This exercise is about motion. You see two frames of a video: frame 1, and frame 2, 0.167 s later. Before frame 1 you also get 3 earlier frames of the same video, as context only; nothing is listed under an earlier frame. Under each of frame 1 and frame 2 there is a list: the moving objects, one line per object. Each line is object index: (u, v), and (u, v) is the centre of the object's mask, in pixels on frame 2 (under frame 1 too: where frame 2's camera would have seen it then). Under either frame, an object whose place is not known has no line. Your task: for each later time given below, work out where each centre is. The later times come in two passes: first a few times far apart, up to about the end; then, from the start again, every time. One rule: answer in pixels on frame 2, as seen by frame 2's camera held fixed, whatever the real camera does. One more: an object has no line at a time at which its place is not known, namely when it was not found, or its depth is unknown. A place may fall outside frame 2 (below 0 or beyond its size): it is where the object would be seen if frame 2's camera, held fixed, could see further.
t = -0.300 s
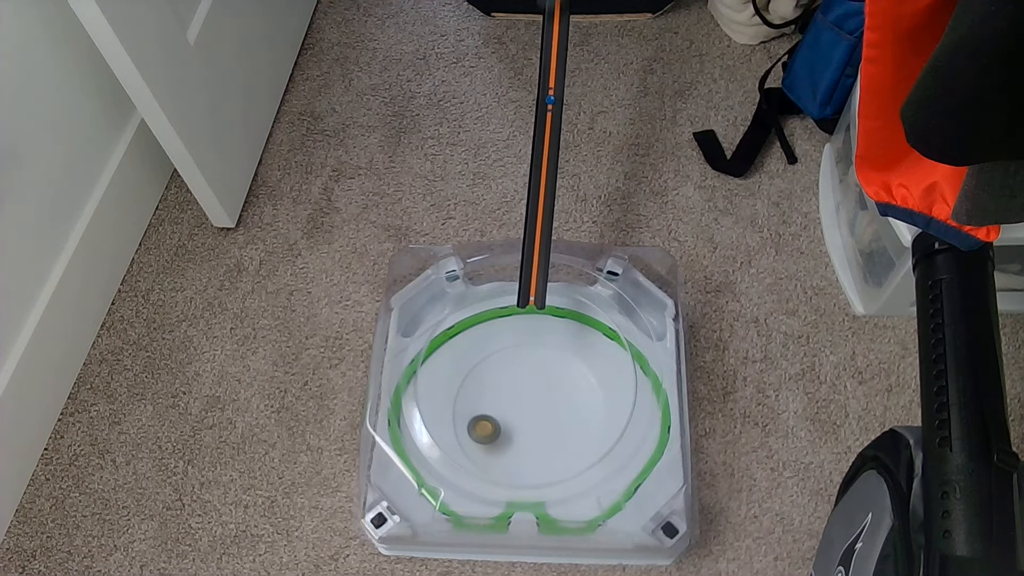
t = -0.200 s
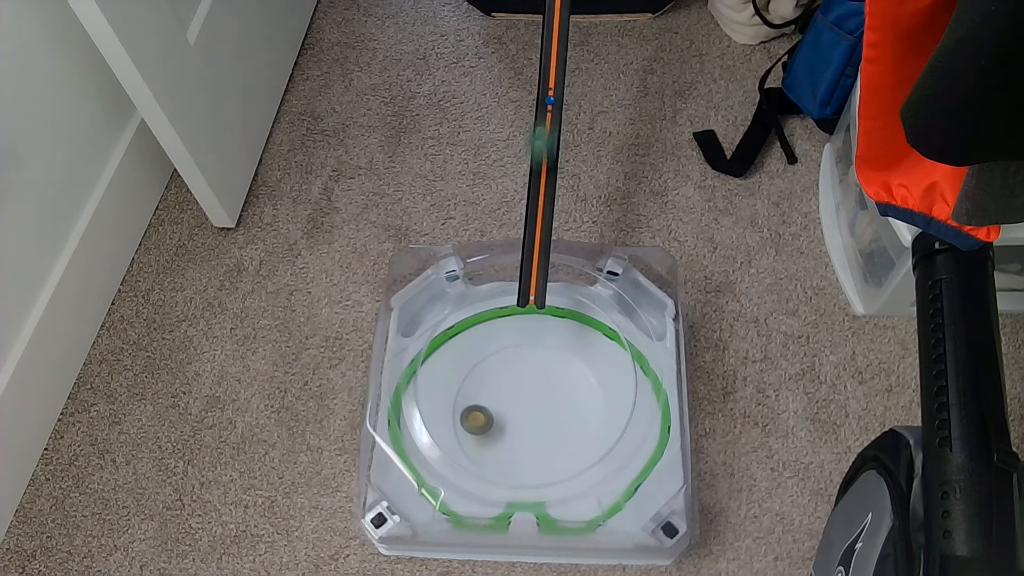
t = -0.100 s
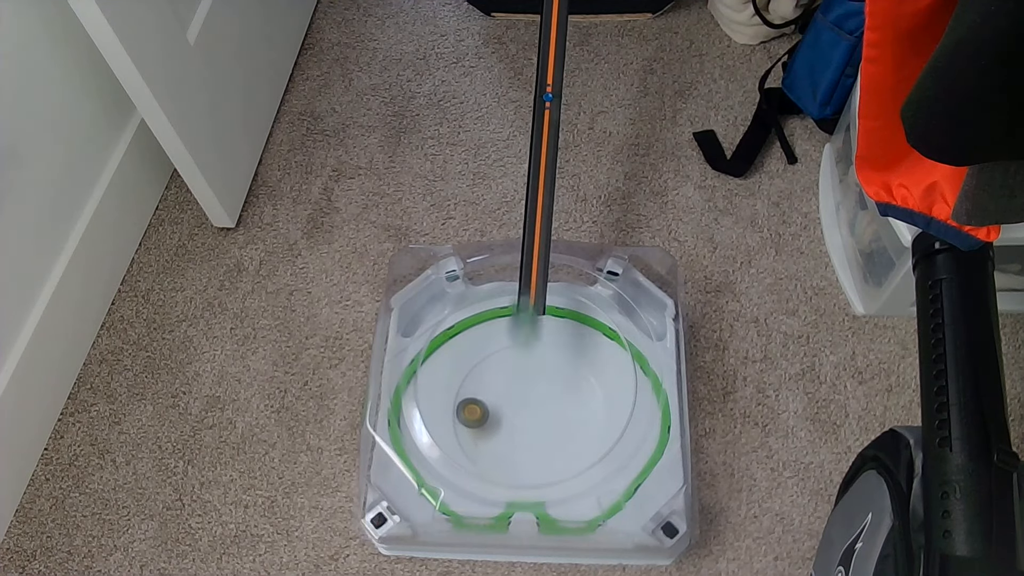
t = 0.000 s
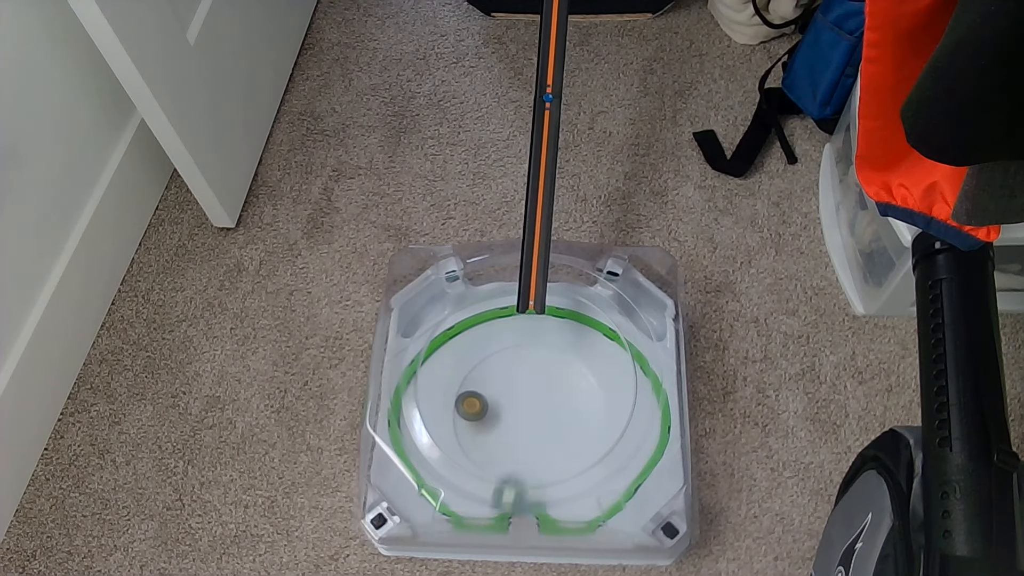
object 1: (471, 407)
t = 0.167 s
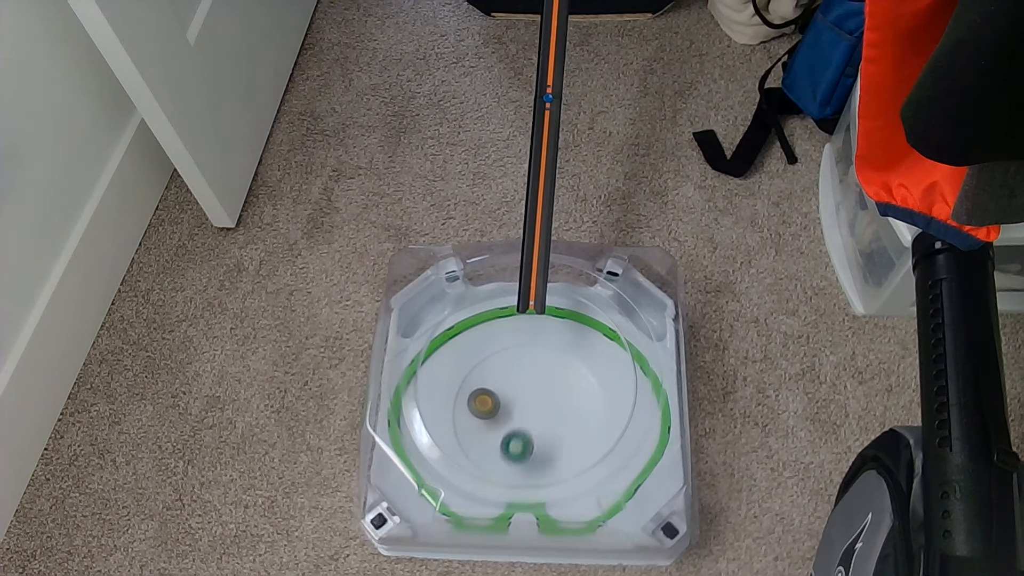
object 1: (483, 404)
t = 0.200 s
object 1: (486, 402)
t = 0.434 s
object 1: (496, 374)
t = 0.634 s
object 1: (501, 359)
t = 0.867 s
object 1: (495, 355)
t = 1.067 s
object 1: (502, 379)
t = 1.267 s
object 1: (535, 402)
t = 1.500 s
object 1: (576, 399)
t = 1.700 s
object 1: (585, 384)
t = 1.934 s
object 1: (557, 388)
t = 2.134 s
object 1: (531, 419)
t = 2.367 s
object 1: (527, 457)
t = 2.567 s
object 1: (541, 469)
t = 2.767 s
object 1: (551, 454)
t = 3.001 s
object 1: (532, 418)
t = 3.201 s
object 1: (548, 445)
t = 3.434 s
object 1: (597, 465)
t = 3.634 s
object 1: (614, 447)
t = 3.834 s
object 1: (617, 428)
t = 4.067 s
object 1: (597, 401)
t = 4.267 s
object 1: (547, 383)
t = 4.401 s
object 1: (521, 392)
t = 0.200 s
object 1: (486, 402)
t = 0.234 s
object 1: (489, 399)
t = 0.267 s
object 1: (490, 395)
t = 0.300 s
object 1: (490, 390)
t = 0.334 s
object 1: (491, 386)
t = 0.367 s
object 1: (493, 382)
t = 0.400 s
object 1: (495, 378)
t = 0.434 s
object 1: (496, 374)
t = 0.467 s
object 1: (497, 370)
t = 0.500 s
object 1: (498, 367)
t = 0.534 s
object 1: (498, 365)
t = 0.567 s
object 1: (499, 363)
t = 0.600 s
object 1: (500, 361)
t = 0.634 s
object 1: (501, 359)
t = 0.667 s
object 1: (503, 358)
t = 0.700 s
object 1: (505, 357)
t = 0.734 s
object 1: (507, 356)
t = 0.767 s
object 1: (503, 354)
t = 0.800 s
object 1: (499, 353)
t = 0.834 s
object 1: (497, 354)
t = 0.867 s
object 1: (495, 355)
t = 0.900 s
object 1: (495, 358)
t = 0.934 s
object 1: (495, 361)
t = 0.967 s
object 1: (495, 365)
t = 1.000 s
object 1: (497, 369)
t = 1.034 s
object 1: (499, 374)
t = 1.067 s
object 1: (502, 379)
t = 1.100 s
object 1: (506, 384)
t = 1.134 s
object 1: (511, 388)
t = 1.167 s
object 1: (516, 393)
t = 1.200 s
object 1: (522, 396)
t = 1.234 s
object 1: (528, 399)
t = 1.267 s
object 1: (535, 402)
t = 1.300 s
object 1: (541, 403)
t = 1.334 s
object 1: (548, 404)
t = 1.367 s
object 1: (554, 404)
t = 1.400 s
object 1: (560, 404)
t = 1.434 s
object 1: (566, 403)
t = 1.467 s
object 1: (571, 401)
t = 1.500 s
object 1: (576, 399)
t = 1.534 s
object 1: (580, 397)
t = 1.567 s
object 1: (582, 394)
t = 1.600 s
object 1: (585, 391)
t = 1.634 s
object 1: (586, 389)
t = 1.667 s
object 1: (586, 386)
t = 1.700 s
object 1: (585, 384)
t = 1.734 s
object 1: (583, 382)
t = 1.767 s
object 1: (580, 381)
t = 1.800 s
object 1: (576, 380)
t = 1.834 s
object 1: (572, 381)
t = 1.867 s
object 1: (567, 382)
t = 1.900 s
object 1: (562, 385)
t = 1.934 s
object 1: (557, 388)
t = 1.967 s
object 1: (552, 392)
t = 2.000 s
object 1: (547, 397)
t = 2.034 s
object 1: (542, 402)
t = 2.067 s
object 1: (538, 407)
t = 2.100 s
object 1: (534, 413)
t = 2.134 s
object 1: (531, 419)
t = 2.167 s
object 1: (528, 425)
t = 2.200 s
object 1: (527, 431)
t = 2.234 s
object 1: (526, 437)
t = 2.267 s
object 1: (525, 442)
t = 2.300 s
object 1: (525, 447)
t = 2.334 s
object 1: (525, 452)
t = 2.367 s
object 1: (527, 457)
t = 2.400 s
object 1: (528, 460)
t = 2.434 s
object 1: (531, 463)
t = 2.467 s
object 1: (533, 466)
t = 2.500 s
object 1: (536, 467)
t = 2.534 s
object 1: (538, 468)
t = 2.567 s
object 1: (541, 469)
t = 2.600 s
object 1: (543, 469)
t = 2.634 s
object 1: (545, 468)
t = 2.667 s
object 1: (547, 466)
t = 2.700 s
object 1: (549, 463)
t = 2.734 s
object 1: (551, 459)
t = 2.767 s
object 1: (551, 454)
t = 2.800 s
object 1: (551, 449)
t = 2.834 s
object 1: (550, 444)
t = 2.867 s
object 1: (548, 438)
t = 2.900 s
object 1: (545, 432)
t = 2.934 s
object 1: (541, 427)
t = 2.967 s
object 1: (537, 422)
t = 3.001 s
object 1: (532, 418)
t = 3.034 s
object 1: (527, 414)
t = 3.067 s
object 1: (521, 410)
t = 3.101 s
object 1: (515, 406)
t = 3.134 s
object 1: (519, 412)
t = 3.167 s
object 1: (534, 430)
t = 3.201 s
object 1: (548, 445)
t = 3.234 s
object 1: (561, 457)
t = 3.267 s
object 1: (571, 463)
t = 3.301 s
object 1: (579, 468)
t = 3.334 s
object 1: (585, 469)
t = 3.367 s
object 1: (590, 470)
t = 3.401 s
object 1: (594, 468)
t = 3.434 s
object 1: (597, 465)
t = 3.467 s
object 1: (601, 462)
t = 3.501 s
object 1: (604, 459)
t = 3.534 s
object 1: (607, 456)
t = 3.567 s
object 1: (609, 453)
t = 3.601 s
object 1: (611, 450)
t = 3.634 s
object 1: (614, 447)
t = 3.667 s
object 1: (615, 444)
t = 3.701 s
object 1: (617, 441)
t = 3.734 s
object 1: (618, 439)
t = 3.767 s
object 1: (618, 435)
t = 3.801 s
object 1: (618, 432)
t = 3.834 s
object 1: (617, 428)
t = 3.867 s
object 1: (616, 425)
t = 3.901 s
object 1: (614, 421)
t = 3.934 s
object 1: (611, 417)
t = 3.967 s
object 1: (609, 413)
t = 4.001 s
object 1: (606, 409)
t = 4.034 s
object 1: (602, 405)
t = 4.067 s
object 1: (597, 401)
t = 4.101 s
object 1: (590, 395)
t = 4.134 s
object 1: (581, 389)
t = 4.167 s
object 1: (573, 384)
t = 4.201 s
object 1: (563, 380)
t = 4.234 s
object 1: (555, 380)
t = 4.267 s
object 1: (547, 383)
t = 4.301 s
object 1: (540, 385)
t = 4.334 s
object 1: (534, 387)
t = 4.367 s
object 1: (527, 389)
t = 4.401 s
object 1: (521, 392)
